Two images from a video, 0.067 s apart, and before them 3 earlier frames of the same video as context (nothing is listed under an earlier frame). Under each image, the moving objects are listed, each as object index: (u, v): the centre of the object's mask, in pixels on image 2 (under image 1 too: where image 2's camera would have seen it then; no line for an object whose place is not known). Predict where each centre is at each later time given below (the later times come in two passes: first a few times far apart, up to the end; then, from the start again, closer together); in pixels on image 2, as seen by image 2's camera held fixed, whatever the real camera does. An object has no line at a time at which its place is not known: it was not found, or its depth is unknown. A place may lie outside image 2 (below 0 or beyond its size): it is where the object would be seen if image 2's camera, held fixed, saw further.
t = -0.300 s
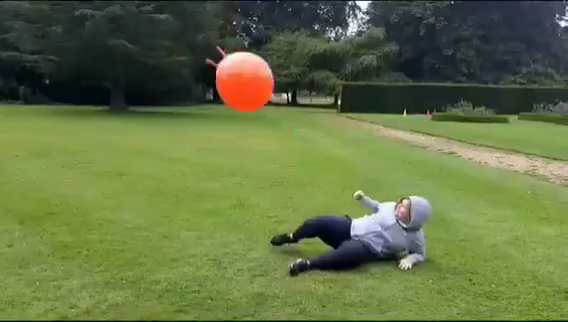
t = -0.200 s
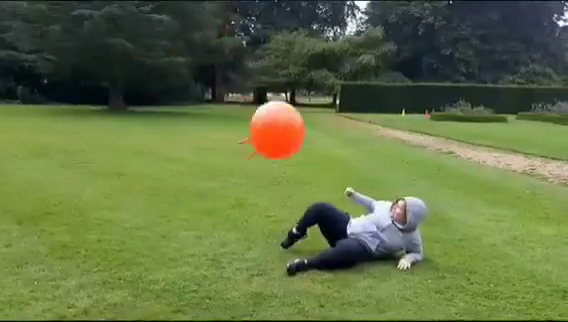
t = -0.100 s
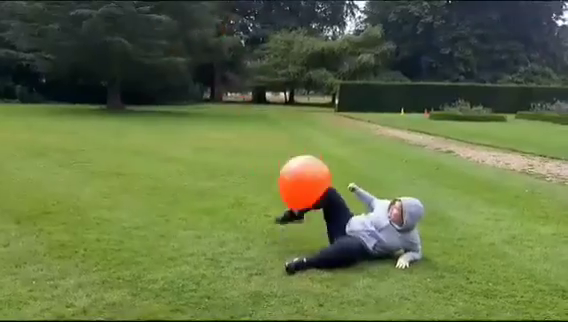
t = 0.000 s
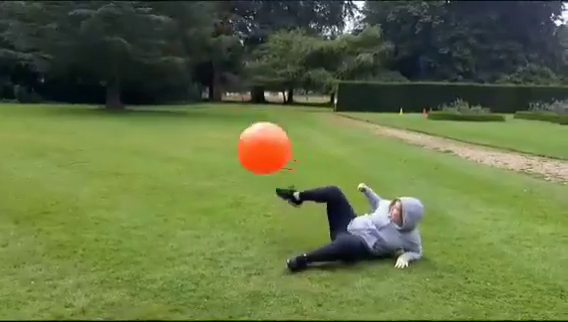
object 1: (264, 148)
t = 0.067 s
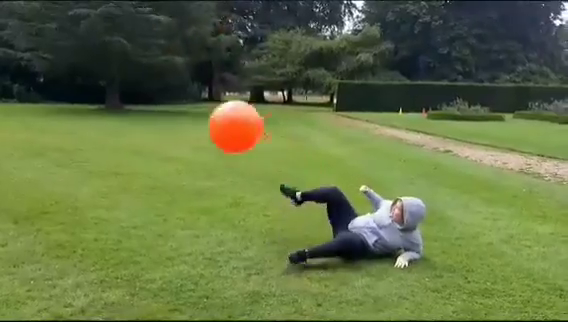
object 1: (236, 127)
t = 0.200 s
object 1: (182, 97)
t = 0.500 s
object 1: (72, 93)
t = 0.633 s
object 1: (26, 120)
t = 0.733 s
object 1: (11, 151)
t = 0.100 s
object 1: (222, 117)
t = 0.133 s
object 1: (208, 110)
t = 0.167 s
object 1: (195, 103)
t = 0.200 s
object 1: (182, 97)
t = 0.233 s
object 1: (169, 92)
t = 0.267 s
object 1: (156, 89)
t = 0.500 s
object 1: (72, 93)
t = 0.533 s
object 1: (61, 98)
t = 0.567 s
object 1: (49, 105)
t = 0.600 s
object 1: (37, 112)
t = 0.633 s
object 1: (26, 120)
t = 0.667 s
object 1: (20, 130)
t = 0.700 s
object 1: (15, 140)
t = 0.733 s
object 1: (11, 151)
